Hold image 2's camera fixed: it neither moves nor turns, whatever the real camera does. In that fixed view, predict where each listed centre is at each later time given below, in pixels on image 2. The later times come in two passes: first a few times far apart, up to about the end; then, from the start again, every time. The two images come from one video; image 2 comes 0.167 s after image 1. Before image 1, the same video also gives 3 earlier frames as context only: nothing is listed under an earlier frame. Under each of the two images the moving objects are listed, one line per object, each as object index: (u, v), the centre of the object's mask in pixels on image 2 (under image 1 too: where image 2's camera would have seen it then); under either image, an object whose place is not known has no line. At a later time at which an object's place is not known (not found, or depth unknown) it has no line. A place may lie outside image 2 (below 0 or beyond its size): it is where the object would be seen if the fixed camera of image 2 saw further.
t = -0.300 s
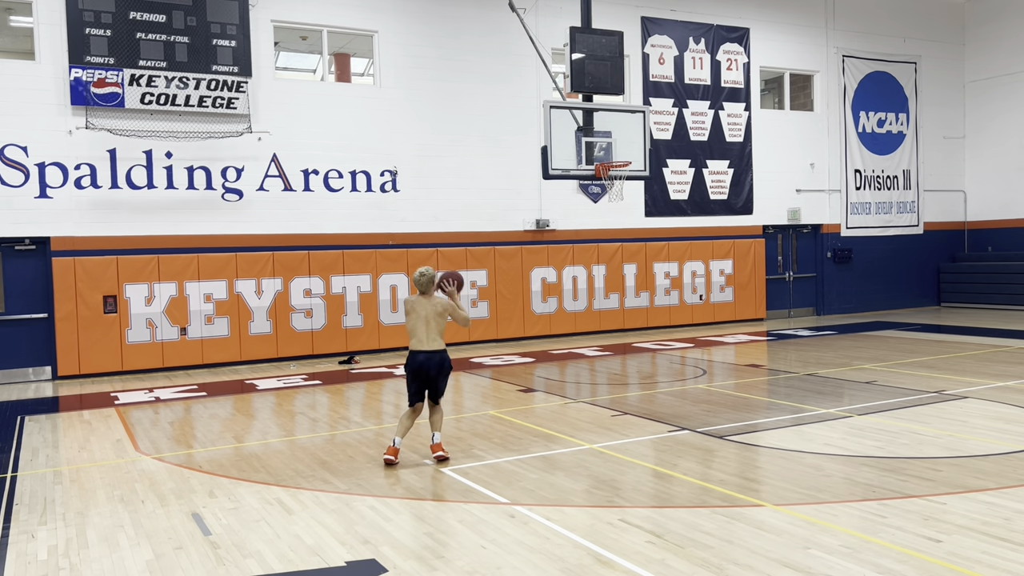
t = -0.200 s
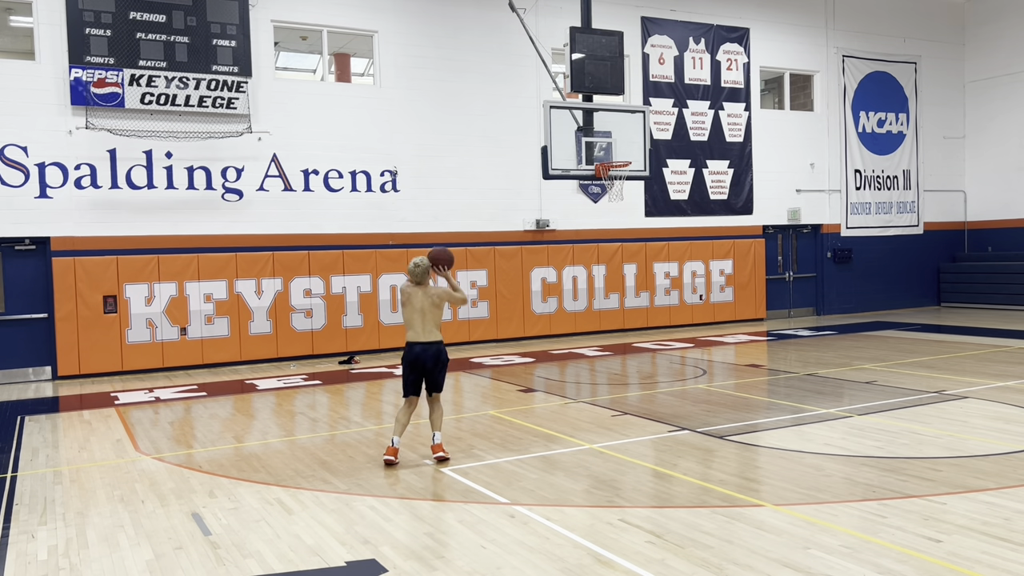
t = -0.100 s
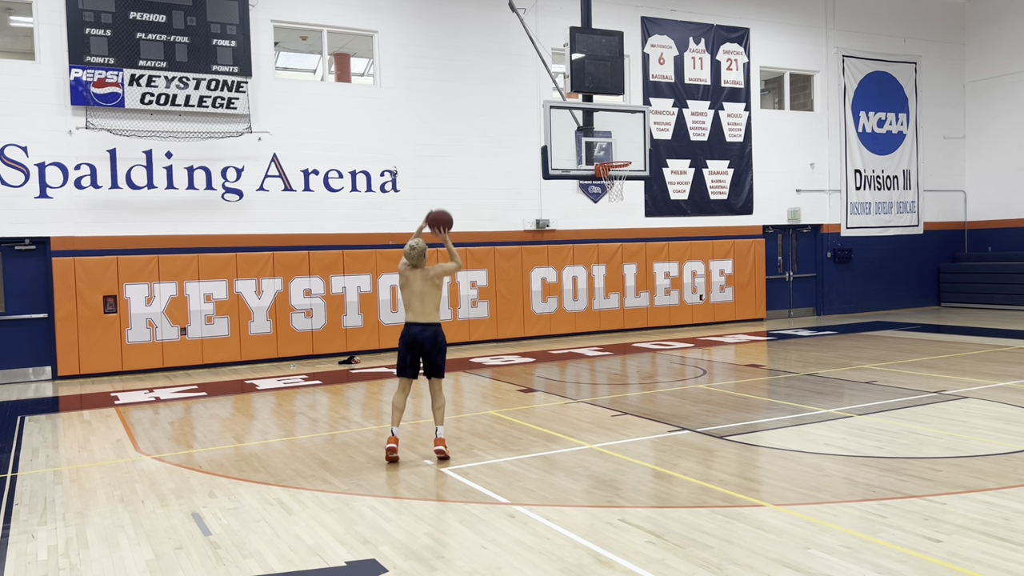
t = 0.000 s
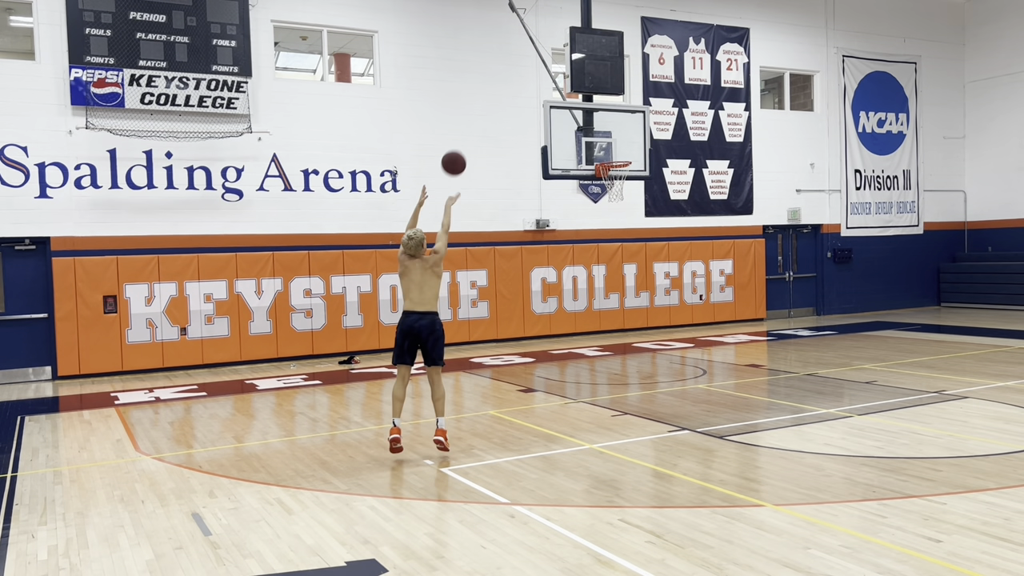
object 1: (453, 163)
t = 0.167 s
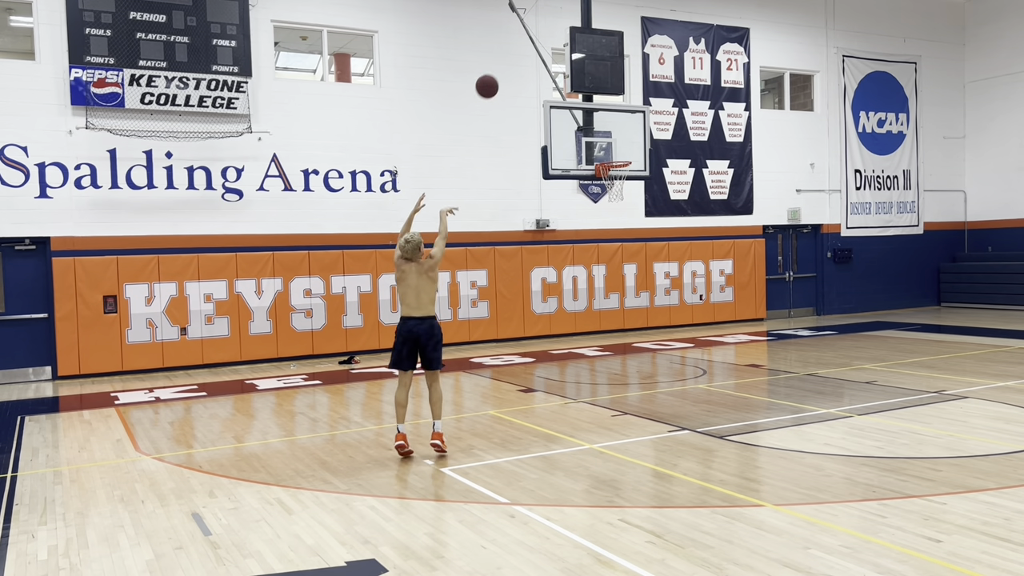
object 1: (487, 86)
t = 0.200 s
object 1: (493, 75)
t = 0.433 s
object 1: (532, 34)
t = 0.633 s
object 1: (560, 36)
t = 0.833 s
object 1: (585, 67)
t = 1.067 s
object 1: (612, 134)
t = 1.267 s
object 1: (619, 193)
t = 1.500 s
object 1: (610, 255)
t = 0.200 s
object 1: (493, 75)
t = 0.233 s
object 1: (499, 66)
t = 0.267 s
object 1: (505, 57)
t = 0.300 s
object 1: (511, 50)
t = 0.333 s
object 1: (516, 44)
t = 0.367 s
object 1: (522, 40)
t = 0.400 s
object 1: (527, 36)
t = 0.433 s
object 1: (532, 34)
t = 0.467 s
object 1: (538, 32)
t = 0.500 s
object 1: (543, 31)
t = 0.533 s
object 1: (547, 32)
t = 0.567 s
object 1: (550, 32)
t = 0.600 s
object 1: (555, 34)
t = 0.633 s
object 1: (560, 36)
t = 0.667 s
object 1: (564, 40)
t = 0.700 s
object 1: (568, 44)
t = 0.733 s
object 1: (572, 48)
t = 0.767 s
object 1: (577, 54)
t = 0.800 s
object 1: (581, 60)
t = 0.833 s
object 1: (585, 67)
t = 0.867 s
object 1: (589, 75)
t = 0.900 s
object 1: (593, 84)
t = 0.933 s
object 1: (597, 92)
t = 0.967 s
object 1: (601, 102)
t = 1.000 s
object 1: (605, 112)
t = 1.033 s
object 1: (608, 123)
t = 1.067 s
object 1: (612, 134)
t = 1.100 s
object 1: (615, 145)
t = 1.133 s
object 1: (619, 156)
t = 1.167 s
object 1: (622, 169)
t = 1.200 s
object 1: (622, 179)
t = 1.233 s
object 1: (621, 186)
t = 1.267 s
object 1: (619, 193)
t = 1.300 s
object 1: (618, 200)
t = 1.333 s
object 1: (616, 207)
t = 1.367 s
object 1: (615, 215)
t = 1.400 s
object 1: (614, 224)
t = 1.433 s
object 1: (612, 234)
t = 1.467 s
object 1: (611, 244)
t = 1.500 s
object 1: (610, 255)
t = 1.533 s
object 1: (609, 267)
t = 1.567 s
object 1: (608, 279)
